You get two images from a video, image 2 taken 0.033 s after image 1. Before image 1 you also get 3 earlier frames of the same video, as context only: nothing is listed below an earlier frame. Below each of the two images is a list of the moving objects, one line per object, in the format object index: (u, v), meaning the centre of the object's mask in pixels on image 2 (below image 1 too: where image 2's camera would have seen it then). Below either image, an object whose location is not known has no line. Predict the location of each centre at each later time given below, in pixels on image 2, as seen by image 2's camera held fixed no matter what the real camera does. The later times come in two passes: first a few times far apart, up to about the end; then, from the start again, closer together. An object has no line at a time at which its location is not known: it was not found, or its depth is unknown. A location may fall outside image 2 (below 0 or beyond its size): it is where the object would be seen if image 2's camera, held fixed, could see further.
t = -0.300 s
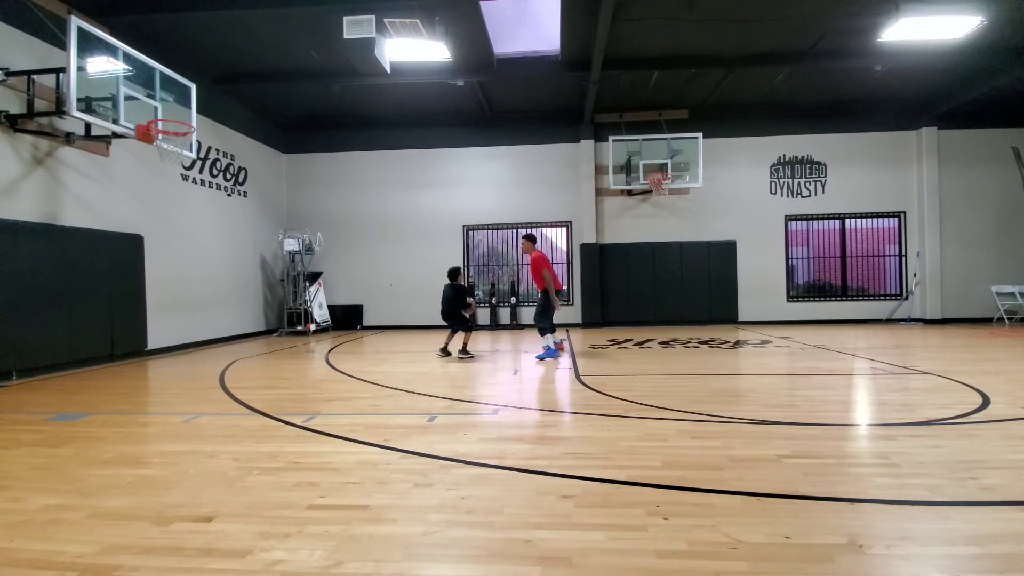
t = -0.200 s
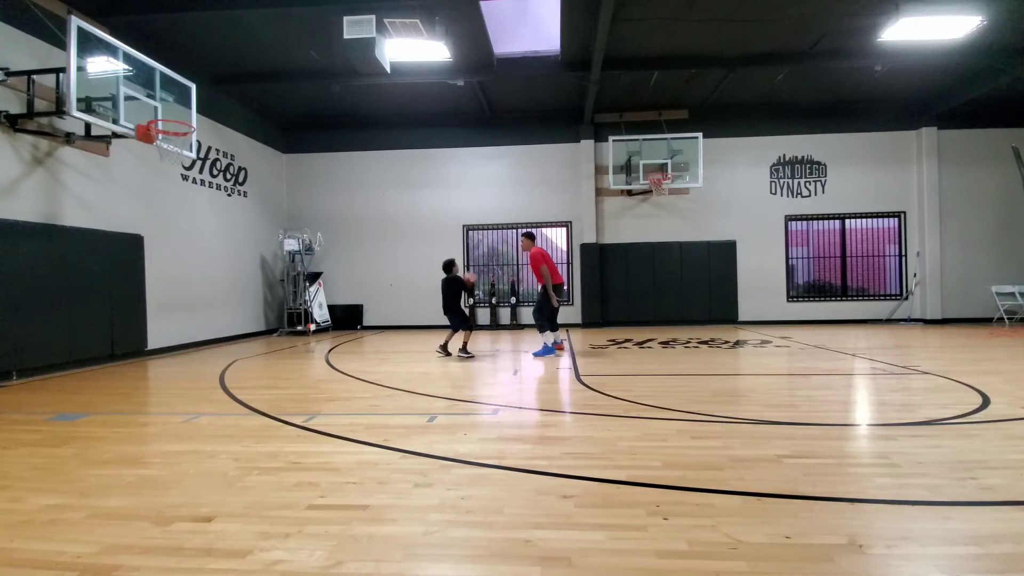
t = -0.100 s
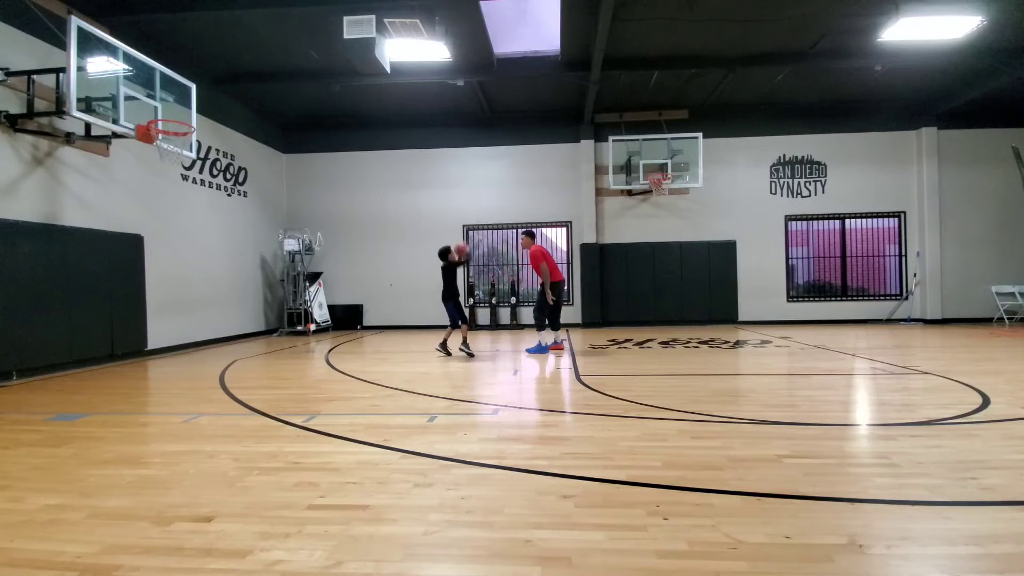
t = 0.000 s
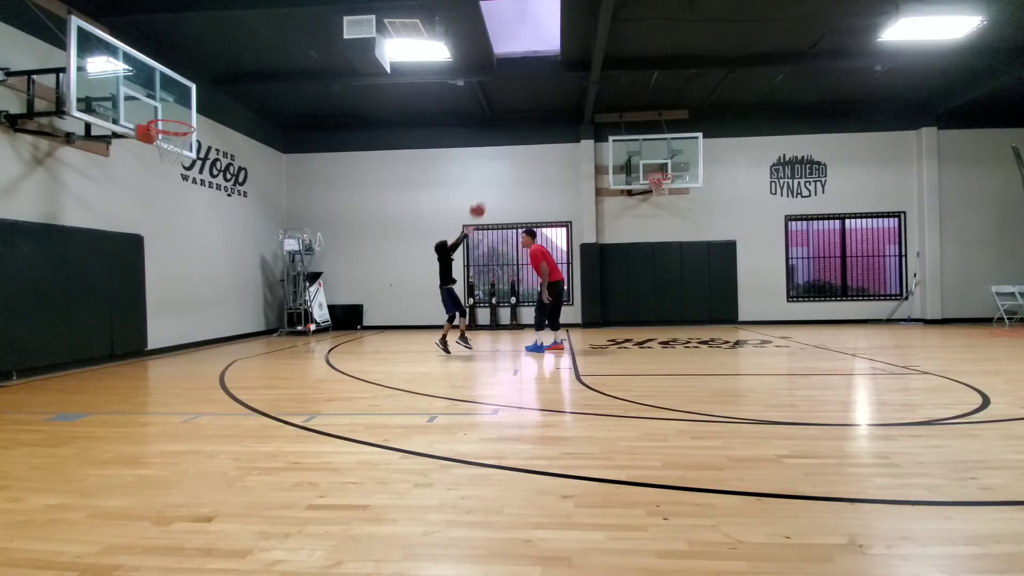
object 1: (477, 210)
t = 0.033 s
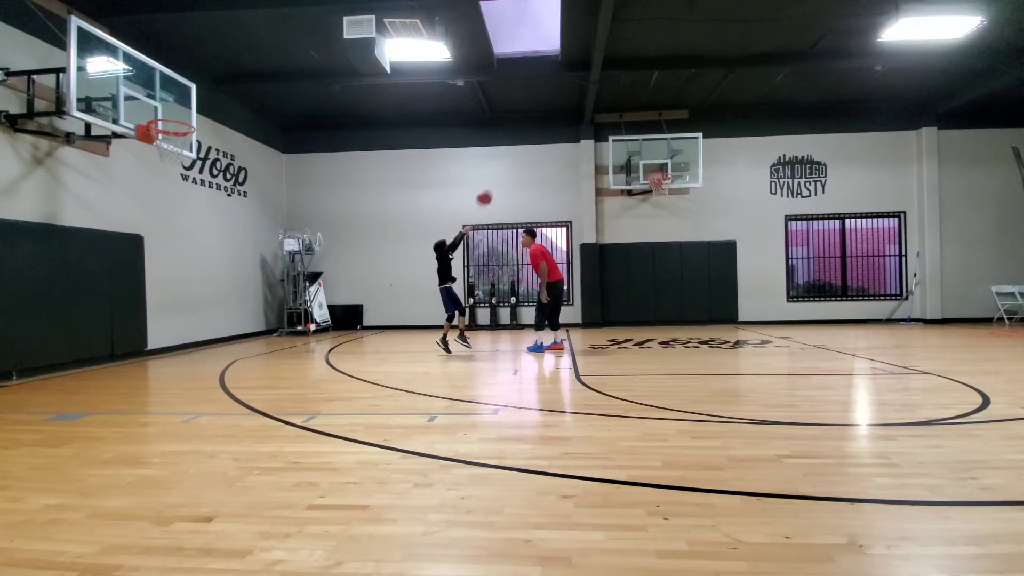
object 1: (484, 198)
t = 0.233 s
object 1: (523, 141)
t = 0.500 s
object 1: (571, 110)
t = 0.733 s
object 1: (609, 117)
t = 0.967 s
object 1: (645, 151)
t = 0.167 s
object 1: (511, 157)
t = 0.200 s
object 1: (517, 148)
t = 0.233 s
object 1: (523, 141)
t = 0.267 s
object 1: (529, 136)
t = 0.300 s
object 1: (536, 129)
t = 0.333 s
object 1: (542, 125)
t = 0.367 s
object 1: (548, 120)
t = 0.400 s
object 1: (554, 117)
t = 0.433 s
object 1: (560, 114)
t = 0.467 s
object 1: (565, 112)
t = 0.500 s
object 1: (571, 110)
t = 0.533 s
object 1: (576, 110)
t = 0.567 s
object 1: (582, 110)
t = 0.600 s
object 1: (588, 110)
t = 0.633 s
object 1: (594, 111)
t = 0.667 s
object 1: (599, 112)
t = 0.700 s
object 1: (604, 114)
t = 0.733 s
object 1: (609, 117)
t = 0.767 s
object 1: (614, 121)
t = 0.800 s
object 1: (620, 125)
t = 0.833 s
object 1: (625, 129)
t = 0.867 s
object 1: (630, 134)
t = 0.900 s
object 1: (635, 139)
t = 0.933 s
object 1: (640, 145)
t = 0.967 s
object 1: (645, 151)
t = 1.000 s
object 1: (650, 159)
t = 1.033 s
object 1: (655, 167)
